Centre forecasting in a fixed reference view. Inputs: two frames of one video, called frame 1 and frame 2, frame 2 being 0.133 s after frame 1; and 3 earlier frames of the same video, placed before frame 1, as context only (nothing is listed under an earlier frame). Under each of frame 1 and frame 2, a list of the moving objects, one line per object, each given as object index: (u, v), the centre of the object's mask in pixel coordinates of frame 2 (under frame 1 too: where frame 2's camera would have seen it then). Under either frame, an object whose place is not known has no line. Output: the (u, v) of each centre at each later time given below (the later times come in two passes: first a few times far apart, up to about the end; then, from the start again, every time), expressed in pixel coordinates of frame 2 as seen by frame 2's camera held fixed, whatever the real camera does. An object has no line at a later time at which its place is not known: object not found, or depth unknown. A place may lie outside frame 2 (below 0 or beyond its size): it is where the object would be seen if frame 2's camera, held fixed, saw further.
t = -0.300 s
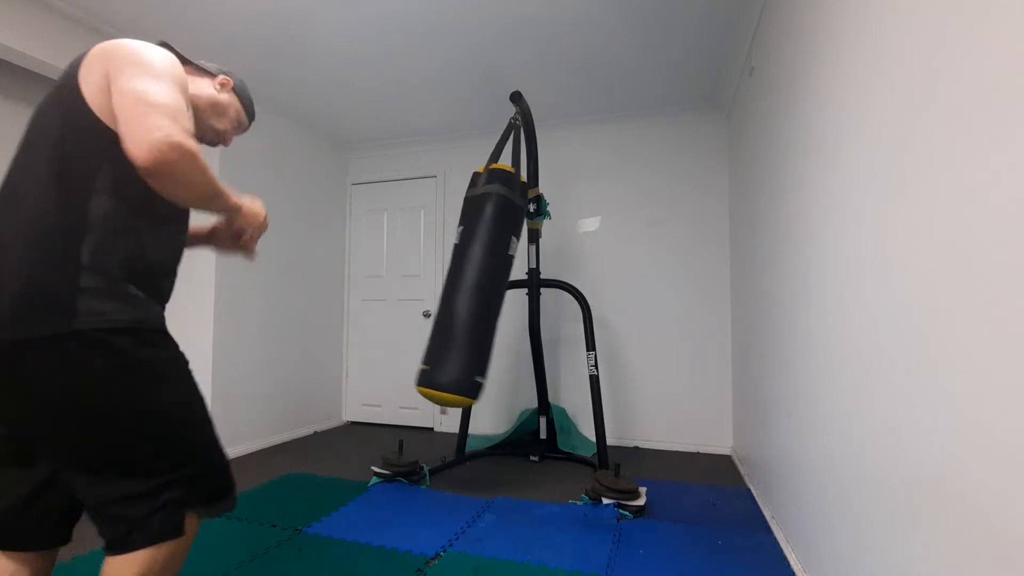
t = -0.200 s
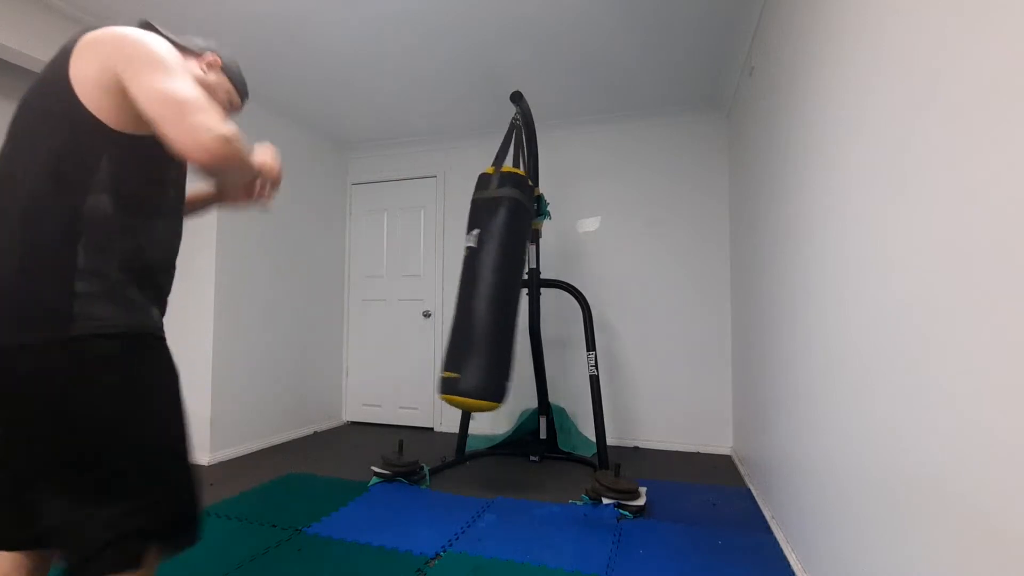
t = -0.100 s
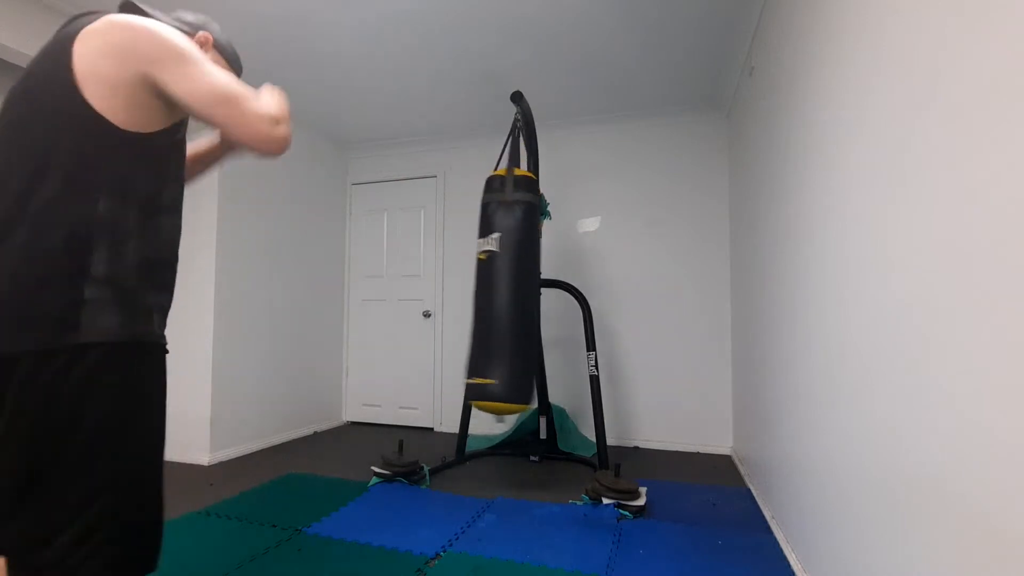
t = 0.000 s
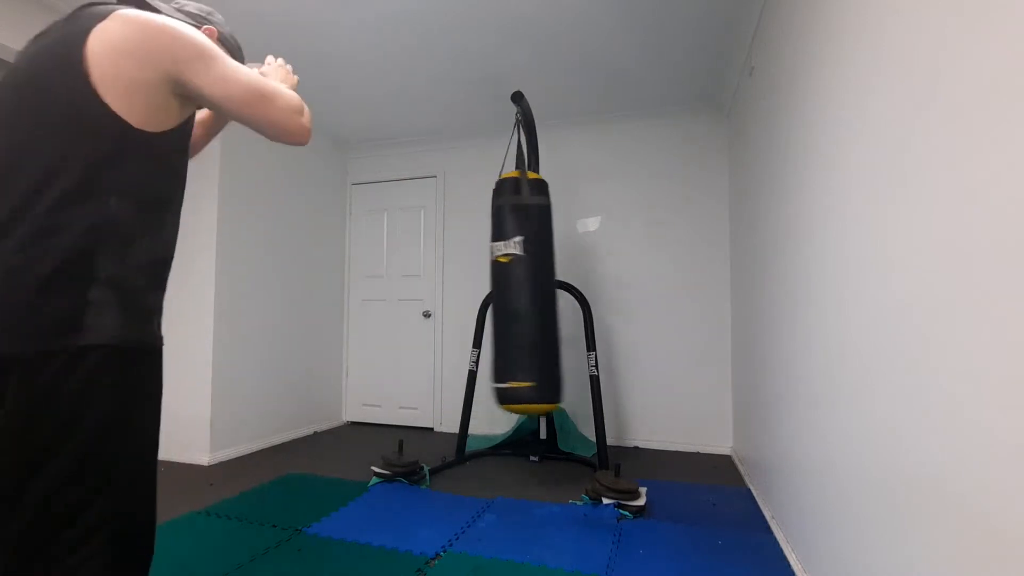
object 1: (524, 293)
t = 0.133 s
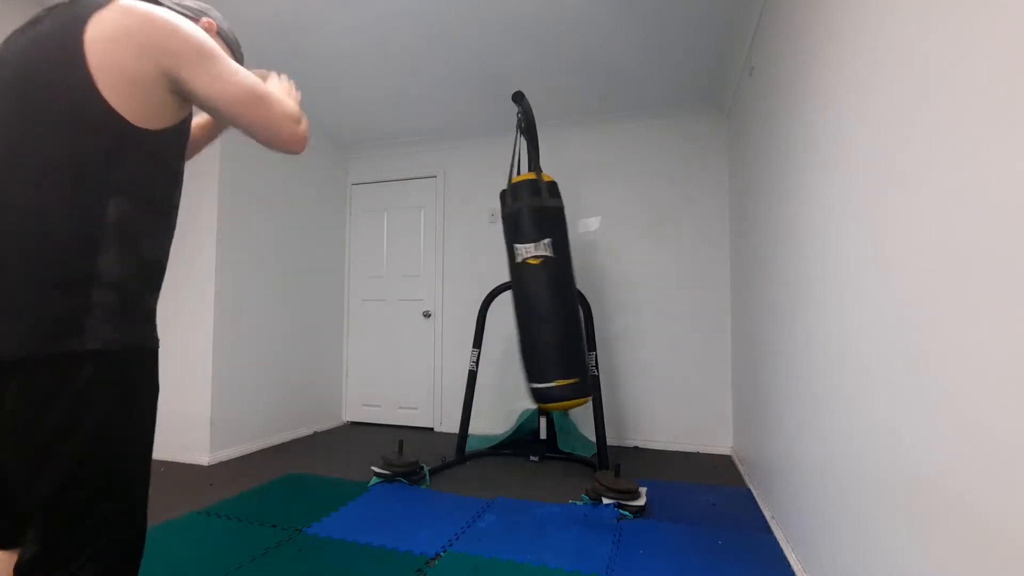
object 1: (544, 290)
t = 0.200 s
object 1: (553, 288)
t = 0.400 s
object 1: (568, 284)
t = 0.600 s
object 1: (566, 281)
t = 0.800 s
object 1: (552, 290)
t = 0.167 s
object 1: (548, 289)
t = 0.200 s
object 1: (553, 288)
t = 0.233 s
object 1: (556, 288)
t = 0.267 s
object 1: (559, 286)
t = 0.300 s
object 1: (562, 285)
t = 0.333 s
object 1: (564, 284)
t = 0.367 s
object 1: (566, 285)
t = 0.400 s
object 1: (568, 284)
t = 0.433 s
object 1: (569, 284)
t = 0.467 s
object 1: (569, 278)
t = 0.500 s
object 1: (569, 279)
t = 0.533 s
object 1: (568, 280)
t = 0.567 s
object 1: (567, 281)
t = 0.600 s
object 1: (566, 281)
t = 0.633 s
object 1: (565, 285)
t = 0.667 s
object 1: (563, 285)
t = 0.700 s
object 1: (561, 286)
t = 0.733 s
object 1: (558, 287)
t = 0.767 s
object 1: (555, 288)
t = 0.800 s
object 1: (552, 290)
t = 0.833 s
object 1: (548, 290)
